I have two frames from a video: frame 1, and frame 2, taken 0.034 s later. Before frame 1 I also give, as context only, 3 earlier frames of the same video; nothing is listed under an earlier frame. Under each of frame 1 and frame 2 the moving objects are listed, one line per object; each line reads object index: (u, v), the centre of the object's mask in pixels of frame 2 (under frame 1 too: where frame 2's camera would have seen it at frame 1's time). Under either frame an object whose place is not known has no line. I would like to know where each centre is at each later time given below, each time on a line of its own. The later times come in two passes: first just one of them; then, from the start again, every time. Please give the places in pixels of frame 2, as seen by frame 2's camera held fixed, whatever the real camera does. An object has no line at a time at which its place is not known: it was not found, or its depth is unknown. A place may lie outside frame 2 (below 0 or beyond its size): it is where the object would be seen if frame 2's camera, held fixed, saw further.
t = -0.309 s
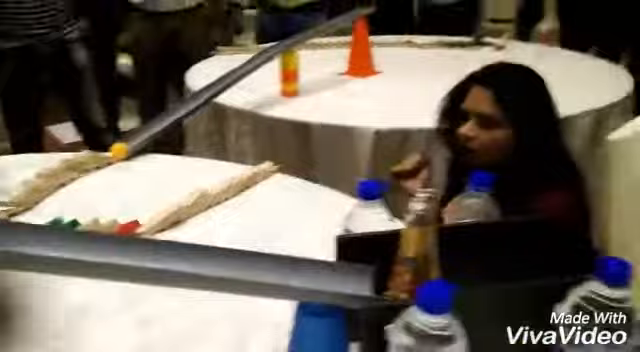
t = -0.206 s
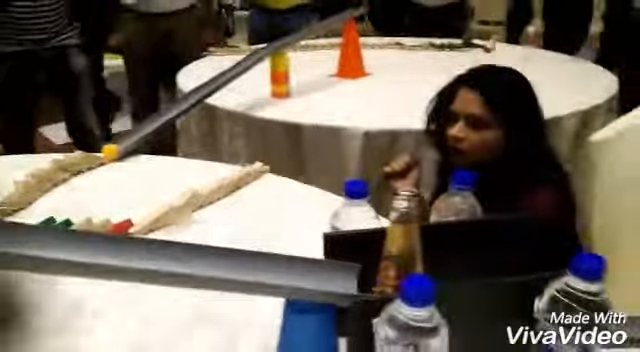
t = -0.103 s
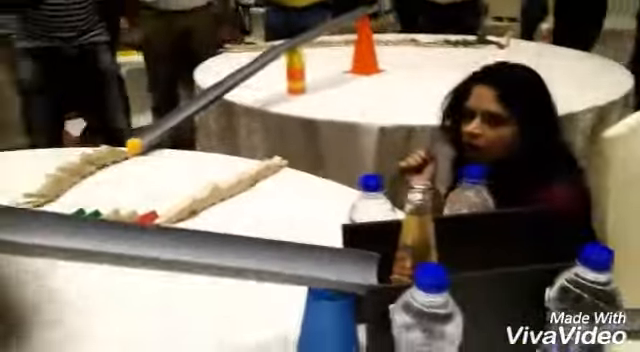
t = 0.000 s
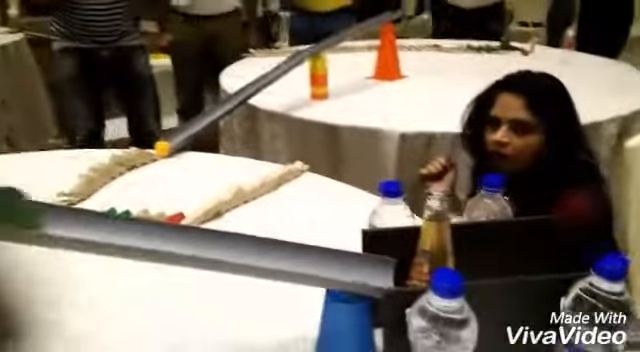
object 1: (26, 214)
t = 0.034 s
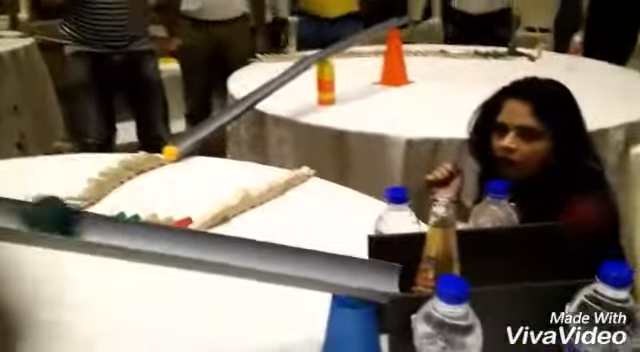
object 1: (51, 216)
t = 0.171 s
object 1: (174, 238)
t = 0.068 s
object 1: (81, 220)
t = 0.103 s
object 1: (108, 225)
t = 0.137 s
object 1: (144, 230)
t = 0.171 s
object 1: (174, 238)
